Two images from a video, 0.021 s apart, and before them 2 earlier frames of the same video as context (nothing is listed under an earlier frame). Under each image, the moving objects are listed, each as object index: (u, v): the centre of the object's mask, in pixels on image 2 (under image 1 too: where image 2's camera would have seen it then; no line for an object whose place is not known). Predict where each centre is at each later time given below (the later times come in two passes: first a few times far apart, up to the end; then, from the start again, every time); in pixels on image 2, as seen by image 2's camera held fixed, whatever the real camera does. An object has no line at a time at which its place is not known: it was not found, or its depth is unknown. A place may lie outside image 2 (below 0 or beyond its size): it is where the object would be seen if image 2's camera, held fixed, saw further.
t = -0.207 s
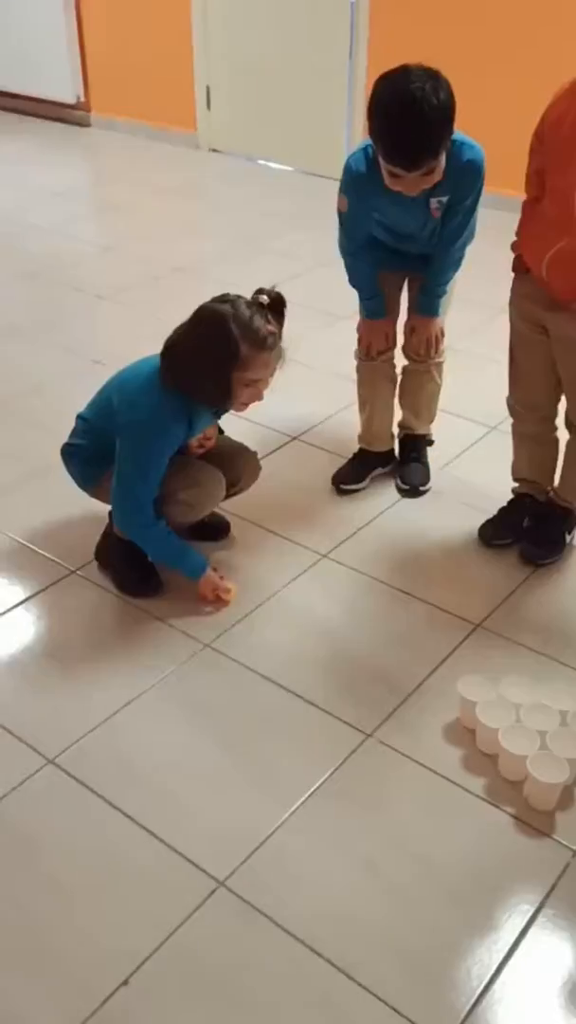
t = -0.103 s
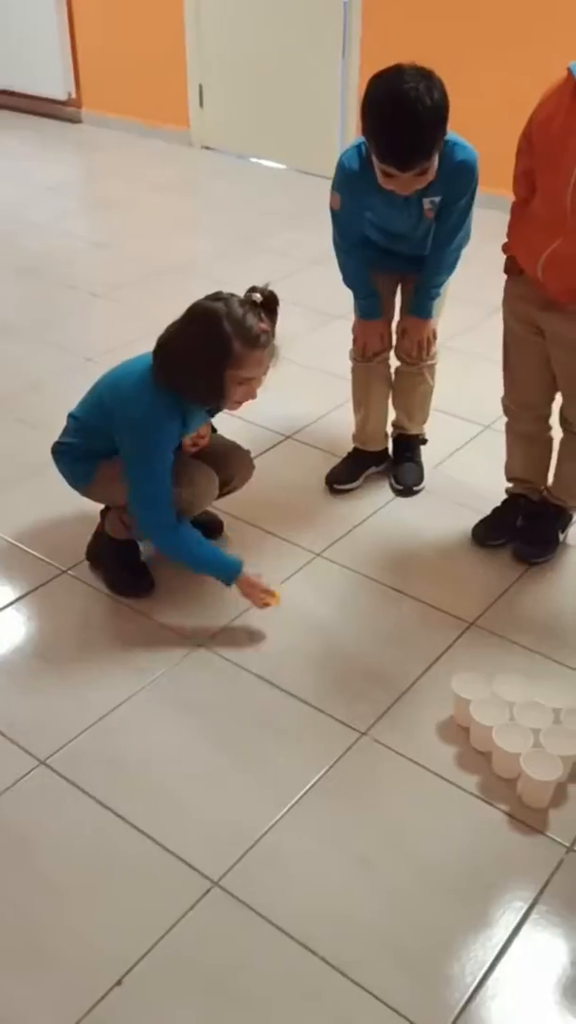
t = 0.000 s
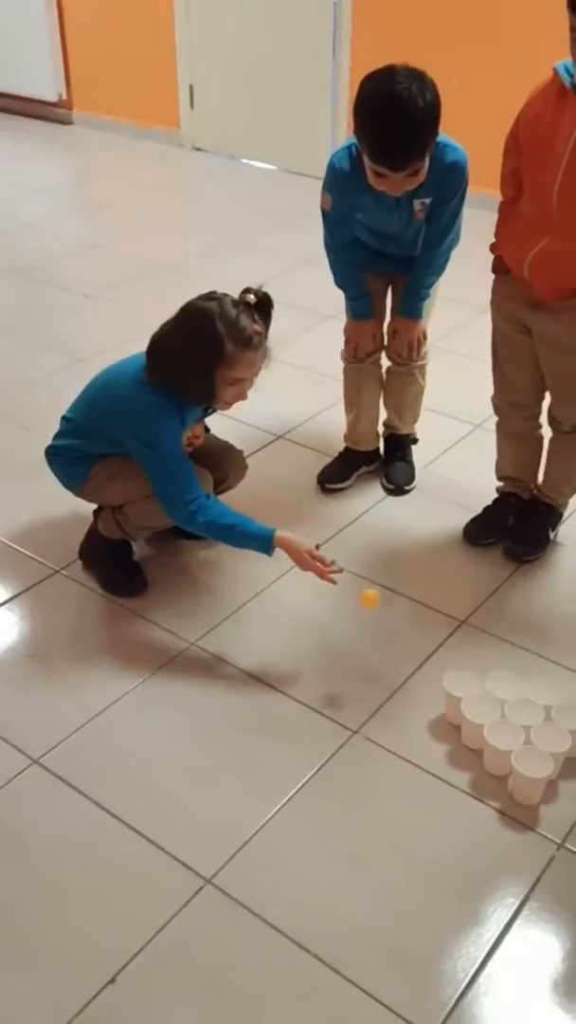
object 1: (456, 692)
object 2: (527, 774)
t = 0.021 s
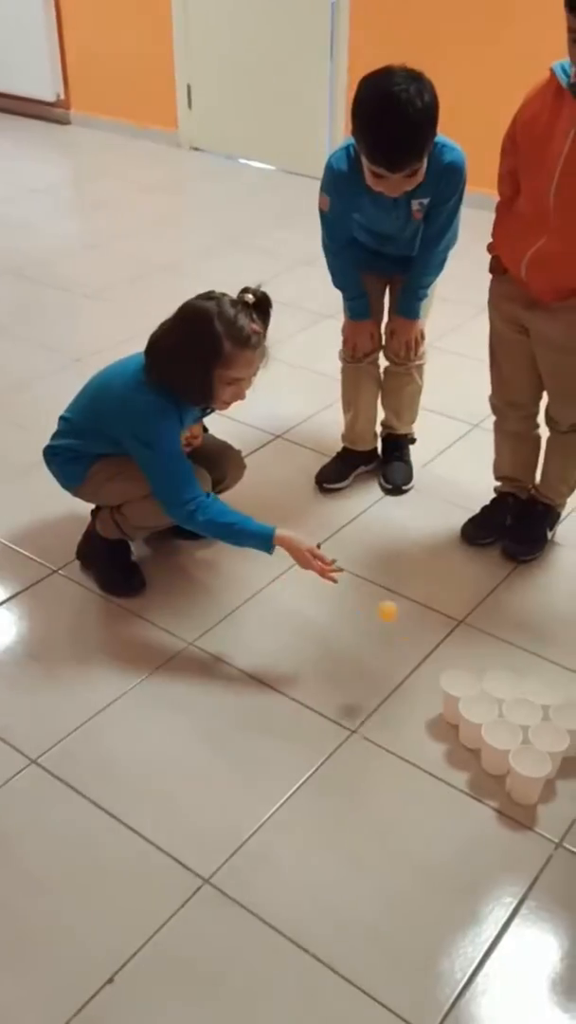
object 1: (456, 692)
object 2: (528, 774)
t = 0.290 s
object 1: (444, 690)
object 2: (544, 784)
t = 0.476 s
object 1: (429, 695)
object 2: (560, 801)
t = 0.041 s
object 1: (456, 691)
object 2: (528, 774)
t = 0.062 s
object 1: (456, 692)
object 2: (528, 774)
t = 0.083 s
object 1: (457, 697)
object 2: (528, 774)
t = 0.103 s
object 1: (456, 694)
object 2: (529, 774)
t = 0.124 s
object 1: (458, 694)
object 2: (533, 776)
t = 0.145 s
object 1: (459, 694)
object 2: (537, 779)
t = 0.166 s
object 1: (459, 694)
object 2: (539, 779)
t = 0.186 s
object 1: (457, 692)
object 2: (541, 782)
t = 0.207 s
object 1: (456, 691)
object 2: (542, 783)
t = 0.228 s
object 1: (453, 690)
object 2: (542, 783)
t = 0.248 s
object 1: (450, 691)
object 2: (543, 783)
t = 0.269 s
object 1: (448, 691)
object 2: (543, 783)
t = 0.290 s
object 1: (444, 690)
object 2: (544, 784)
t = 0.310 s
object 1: (443, 691)
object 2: (545, 785)
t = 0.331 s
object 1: (444, 689)
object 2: (546, 785)
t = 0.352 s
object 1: (439, 690)
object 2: (547, 788)
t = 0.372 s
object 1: (433, 692)
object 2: (549, 790)
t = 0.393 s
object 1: (431, 692)
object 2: (549, 791)
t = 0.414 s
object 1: (431, 693)
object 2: (555, 797)
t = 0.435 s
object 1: (429, 693)
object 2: (558, 802)
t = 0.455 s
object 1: (429, 694)
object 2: (559, 801)
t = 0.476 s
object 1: (429, 695)
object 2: (560, 801)
